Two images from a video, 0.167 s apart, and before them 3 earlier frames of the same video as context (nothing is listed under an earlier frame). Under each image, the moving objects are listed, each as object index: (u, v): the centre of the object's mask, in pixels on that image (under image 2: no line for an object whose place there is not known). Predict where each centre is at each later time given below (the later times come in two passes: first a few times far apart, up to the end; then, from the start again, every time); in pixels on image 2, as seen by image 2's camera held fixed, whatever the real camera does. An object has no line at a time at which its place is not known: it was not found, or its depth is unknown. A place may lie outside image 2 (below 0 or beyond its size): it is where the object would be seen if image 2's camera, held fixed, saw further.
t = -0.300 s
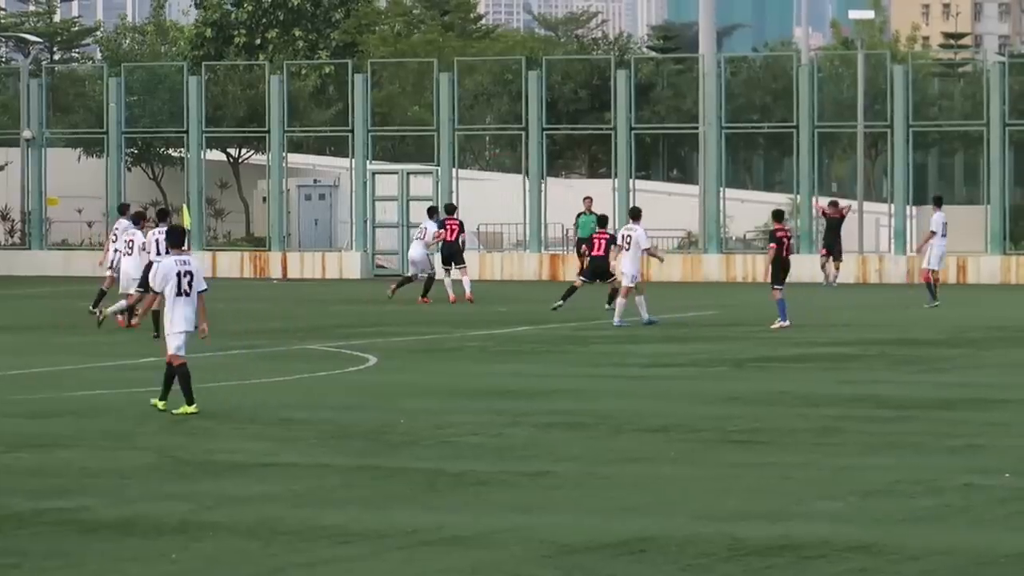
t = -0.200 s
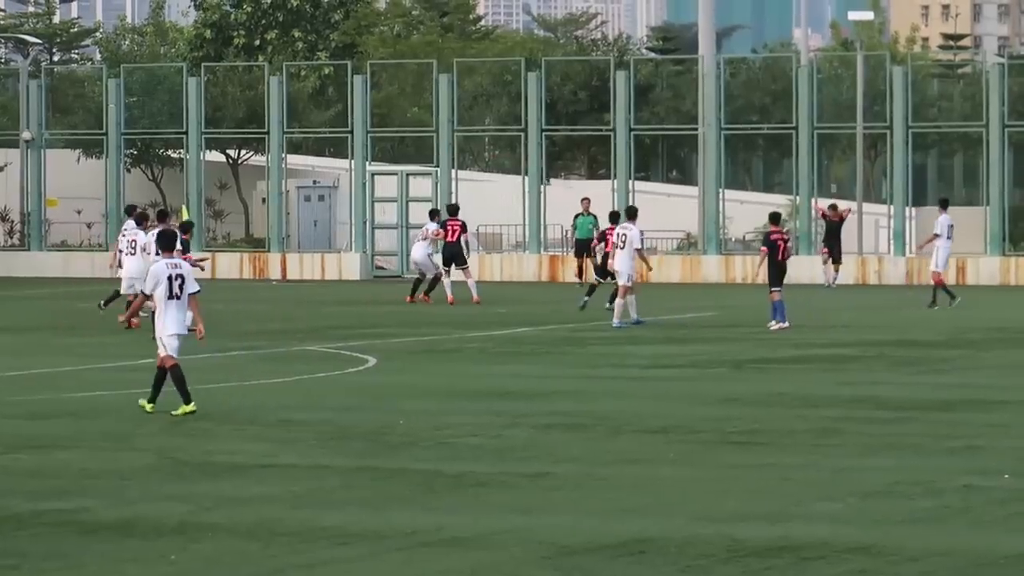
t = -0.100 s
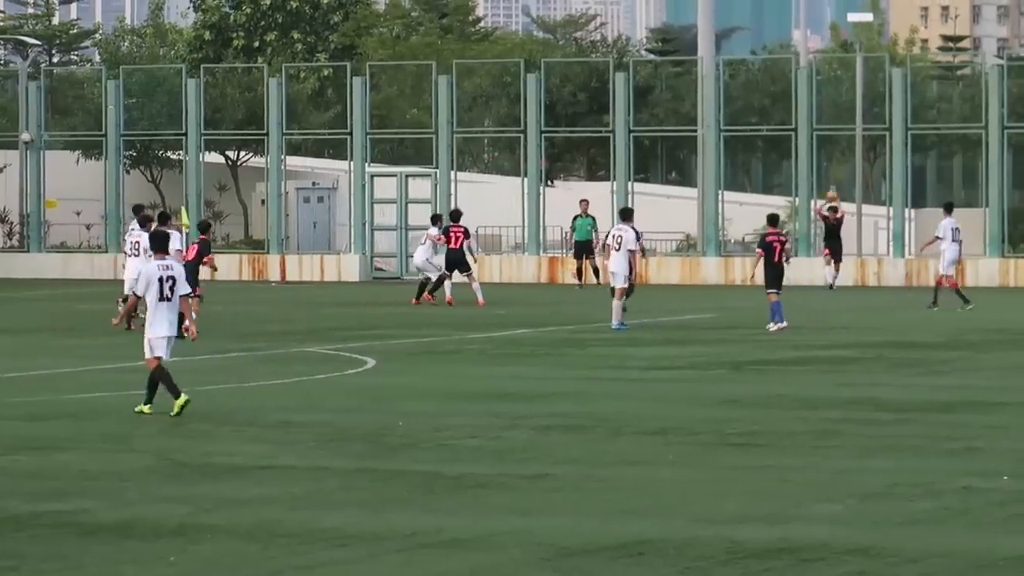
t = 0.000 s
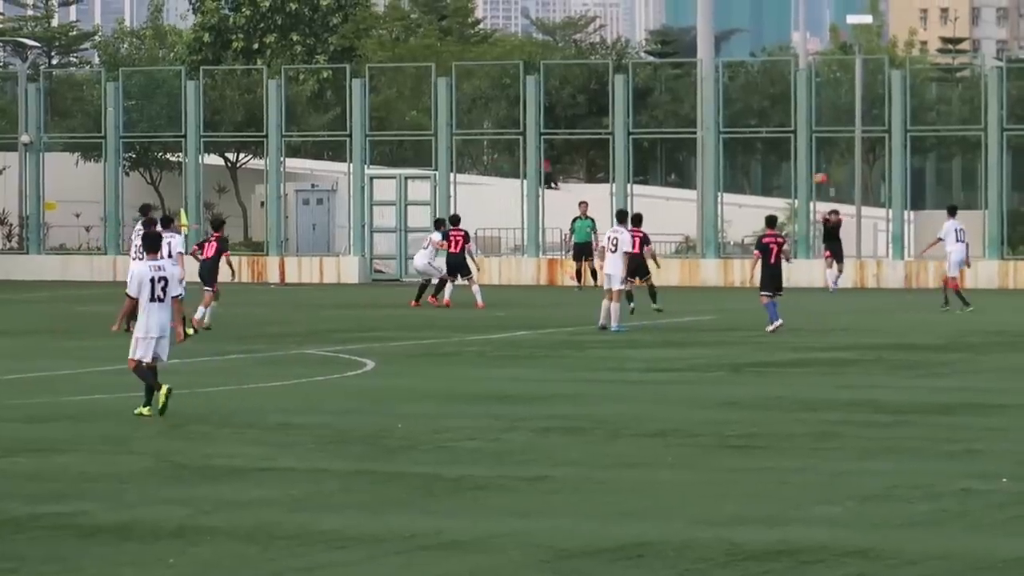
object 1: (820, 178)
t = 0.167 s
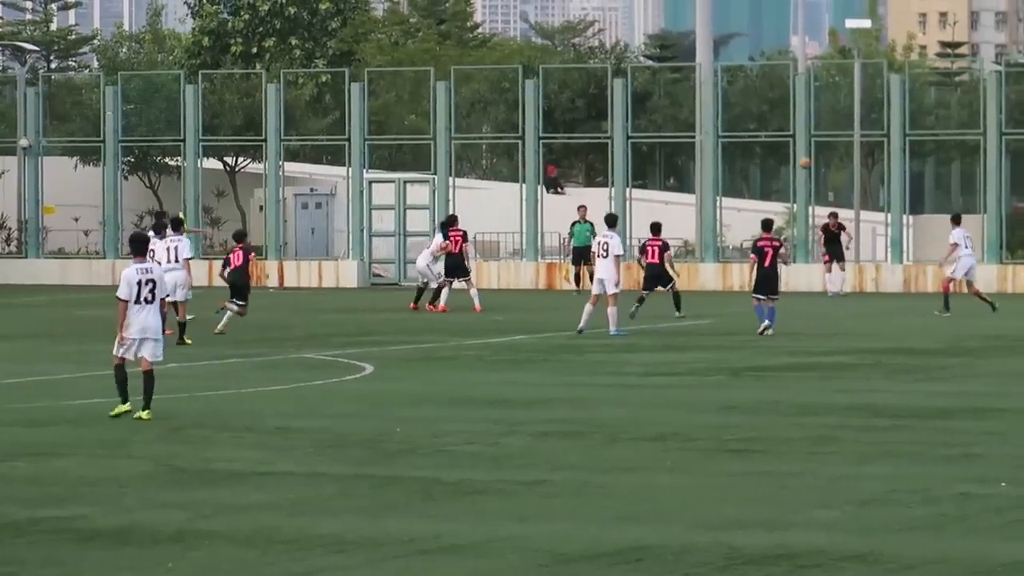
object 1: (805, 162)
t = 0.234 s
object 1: (799, 158)
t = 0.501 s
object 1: (774, 161)
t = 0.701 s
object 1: (757, 187)
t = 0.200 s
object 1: (801, 160)
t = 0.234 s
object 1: (799, 158)
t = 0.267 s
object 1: (795, 156)
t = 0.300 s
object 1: (792, 155)
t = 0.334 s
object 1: (789, 155)
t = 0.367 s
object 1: (786, 155)
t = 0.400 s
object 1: (783, 155)
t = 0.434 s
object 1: (780, 156)
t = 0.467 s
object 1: (777, 158)
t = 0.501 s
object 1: (774, 161)
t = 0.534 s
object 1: (771, 163)
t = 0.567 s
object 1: (768, 167)
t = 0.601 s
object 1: (765, 171)
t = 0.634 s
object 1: (763, 176)
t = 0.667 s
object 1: (760, 181)
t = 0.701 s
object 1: (757, 187)
